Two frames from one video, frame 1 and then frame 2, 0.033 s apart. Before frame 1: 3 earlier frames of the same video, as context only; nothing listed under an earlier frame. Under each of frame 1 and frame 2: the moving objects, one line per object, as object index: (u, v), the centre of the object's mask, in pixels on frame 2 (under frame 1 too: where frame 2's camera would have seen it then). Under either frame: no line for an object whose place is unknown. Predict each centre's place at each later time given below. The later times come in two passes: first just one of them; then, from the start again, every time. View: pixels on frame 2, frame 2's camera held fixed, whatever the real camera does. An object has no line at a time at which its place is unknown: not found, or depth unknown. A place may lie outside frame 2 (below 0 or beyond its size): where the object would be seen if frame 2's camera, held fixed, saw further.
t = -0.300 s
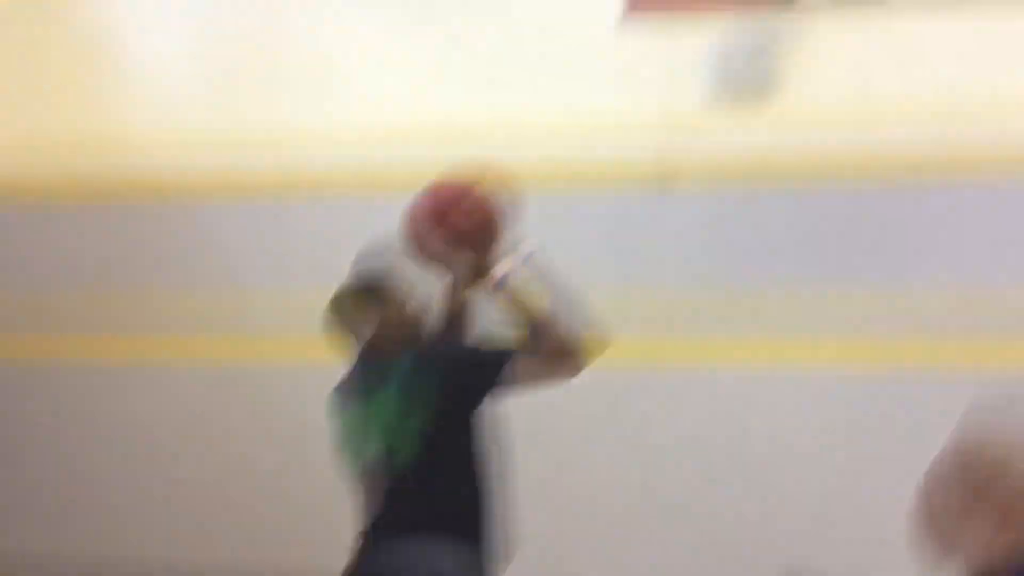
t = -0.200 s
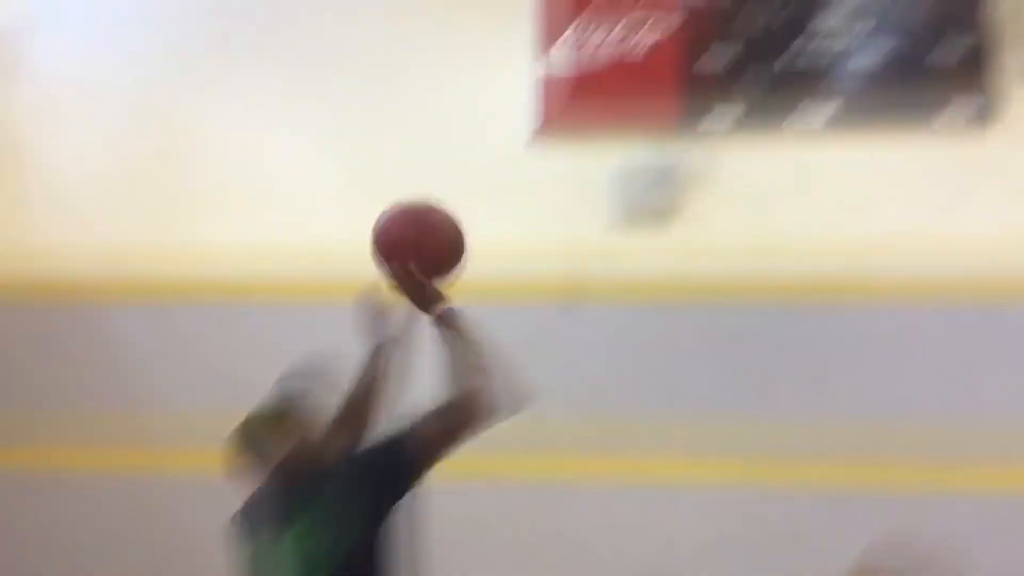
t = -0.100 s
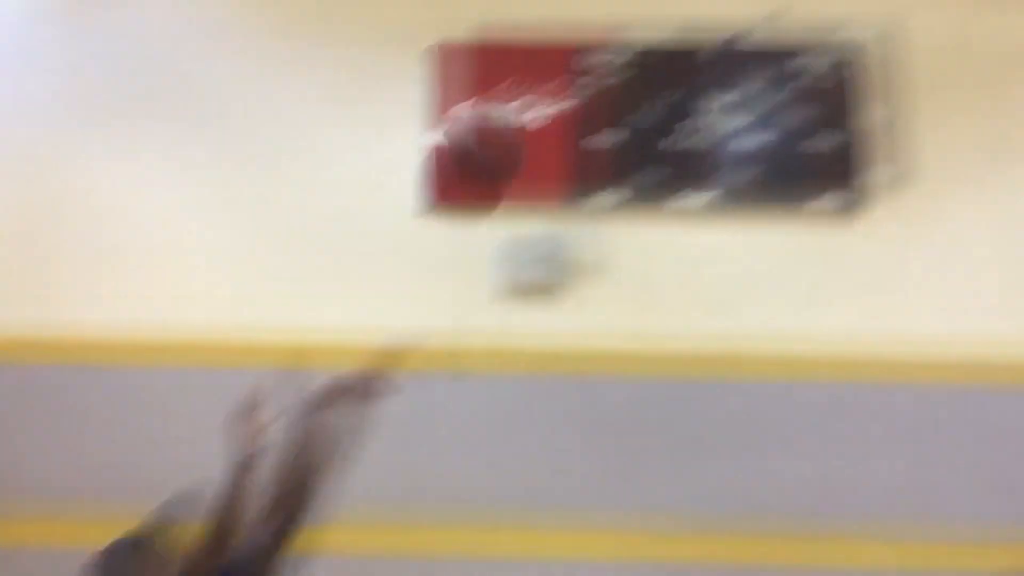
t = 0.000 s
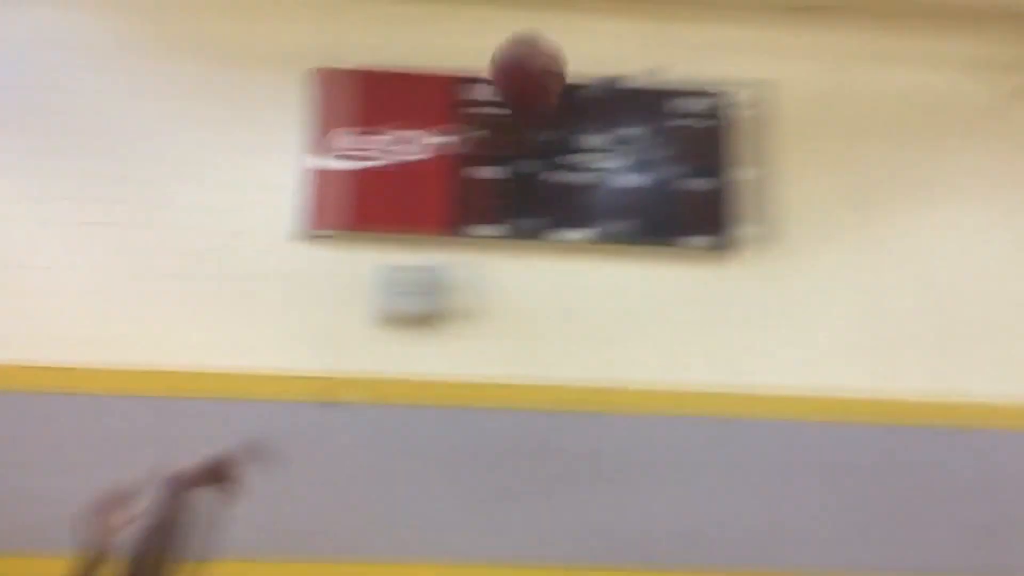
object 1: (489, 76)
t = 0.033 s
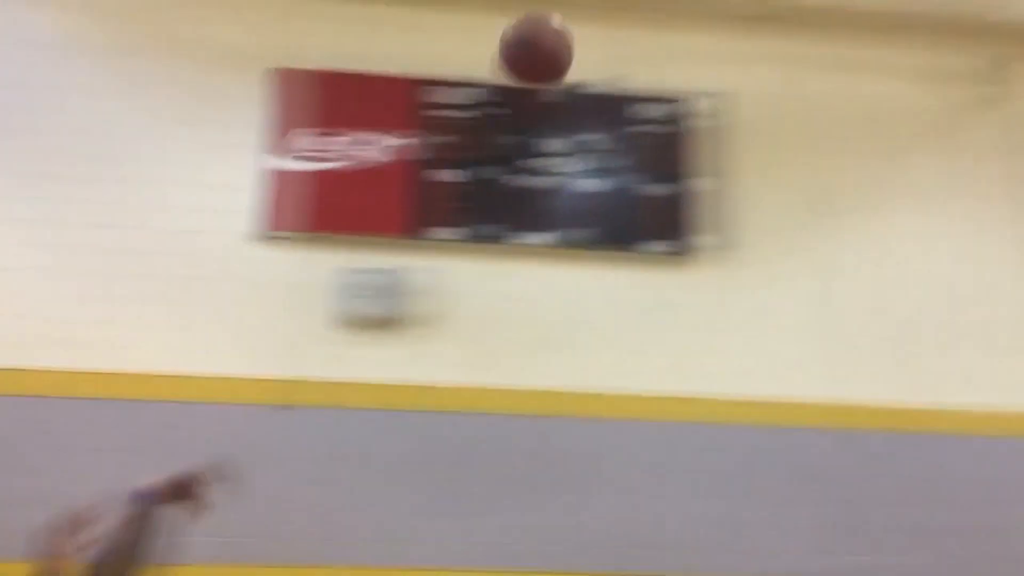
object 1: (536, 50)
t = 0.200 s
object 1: (737, -3)
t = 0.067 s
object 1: (580, 31)
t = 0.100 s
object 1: (622, 19)
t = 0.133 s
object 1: (663, 11)
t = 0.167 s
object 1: (701, 3)
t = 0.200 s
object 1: (737, -3)
